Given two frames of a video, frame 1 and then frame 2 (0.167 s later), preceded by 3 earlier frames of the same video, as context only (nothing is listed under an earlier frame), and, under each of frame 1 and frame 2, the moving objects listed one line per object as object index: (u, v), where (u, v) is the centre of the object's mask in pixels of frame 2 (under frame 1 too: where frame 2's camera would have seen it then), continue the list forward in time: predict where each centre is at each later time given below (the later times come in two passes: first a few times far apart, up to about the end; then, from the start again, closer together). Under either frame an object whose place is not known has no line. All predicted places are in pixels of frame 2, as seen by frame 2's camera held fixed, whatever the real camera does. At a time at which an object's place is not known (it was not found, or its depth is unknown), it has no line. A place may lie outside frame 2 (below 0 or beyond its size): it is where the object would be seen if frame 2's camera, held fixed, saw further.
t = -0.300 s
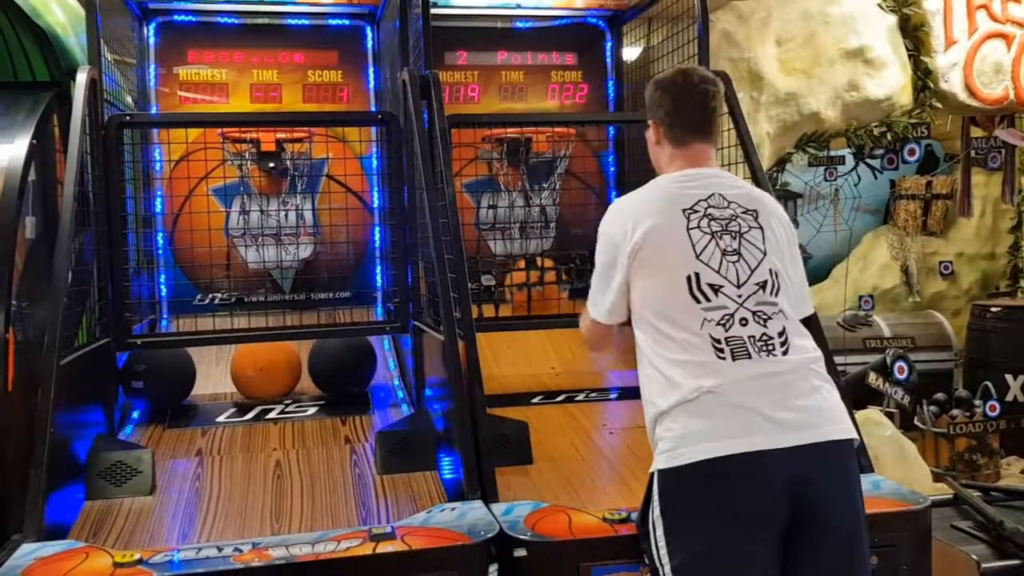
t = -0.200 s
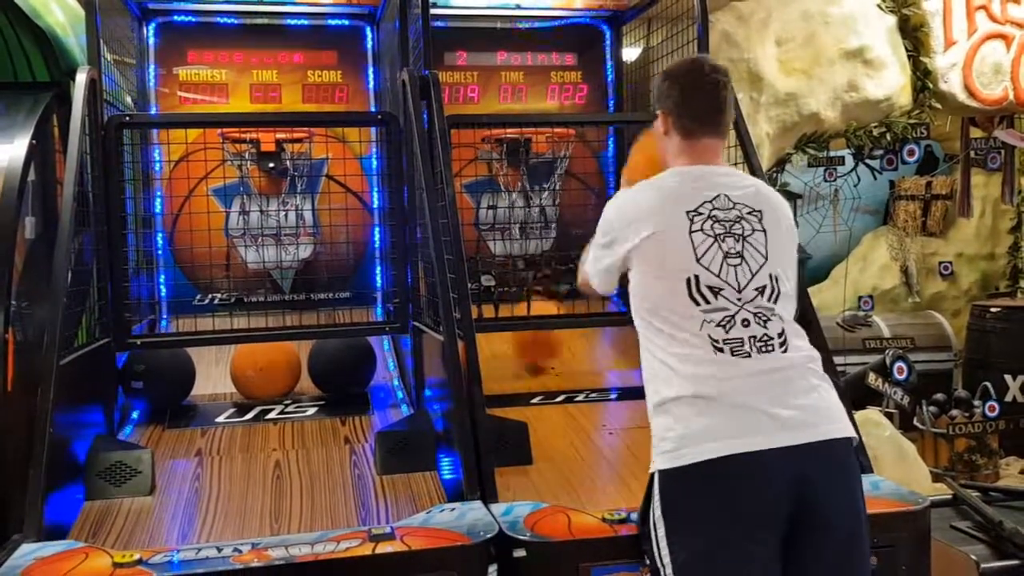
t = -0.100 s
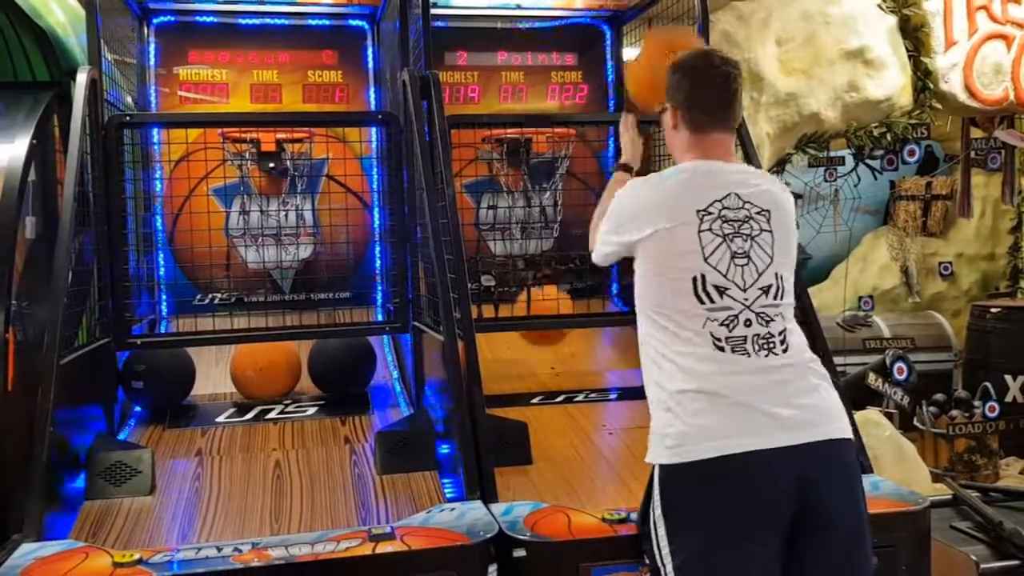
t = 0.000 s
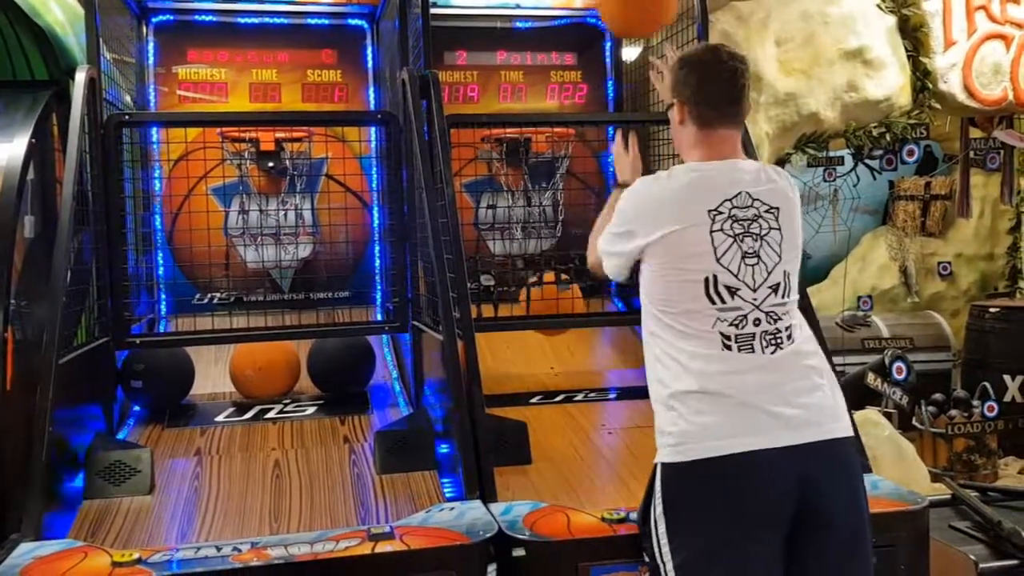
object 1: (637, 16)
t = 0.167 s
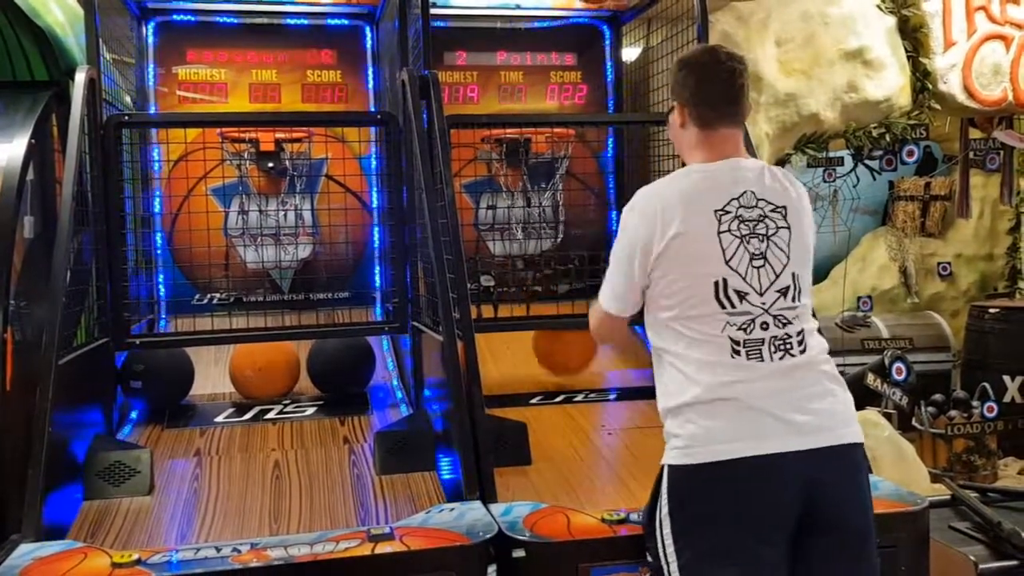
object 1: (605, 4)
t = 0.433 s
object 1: (548, 70)
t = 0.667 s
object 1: (531, 52)
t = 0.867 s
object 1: (529, 63)
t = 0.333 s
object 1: (563, 22)
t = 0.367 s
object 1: (559, 31)
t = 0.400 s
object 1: (552, 51)
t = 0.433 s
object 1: (548, 70)
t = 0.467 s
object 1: (543, 90)
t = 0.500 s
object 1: (539, 98)
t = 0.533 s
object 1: (537, 90)
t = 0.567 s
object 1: (534, 78)
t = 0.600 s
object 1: (532, 66)
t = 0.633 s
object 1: (532, 56)
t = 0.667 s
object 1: (531, 52)
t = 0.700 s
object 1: (531, 46)
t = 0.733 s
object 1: (531, 45)
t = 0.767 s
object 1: (530, 45)
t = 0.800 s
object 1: (530, 49)
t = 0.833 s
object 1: (529, 55)
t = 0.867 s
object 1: (529, 63)
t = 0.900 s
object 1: (528, 75)
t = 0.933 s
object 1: (527, 89)
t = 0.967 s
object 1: (528, 97)
